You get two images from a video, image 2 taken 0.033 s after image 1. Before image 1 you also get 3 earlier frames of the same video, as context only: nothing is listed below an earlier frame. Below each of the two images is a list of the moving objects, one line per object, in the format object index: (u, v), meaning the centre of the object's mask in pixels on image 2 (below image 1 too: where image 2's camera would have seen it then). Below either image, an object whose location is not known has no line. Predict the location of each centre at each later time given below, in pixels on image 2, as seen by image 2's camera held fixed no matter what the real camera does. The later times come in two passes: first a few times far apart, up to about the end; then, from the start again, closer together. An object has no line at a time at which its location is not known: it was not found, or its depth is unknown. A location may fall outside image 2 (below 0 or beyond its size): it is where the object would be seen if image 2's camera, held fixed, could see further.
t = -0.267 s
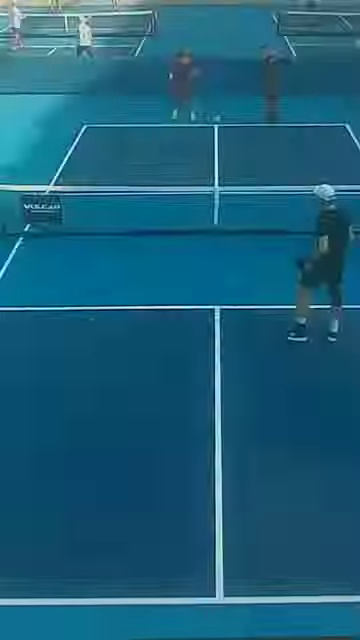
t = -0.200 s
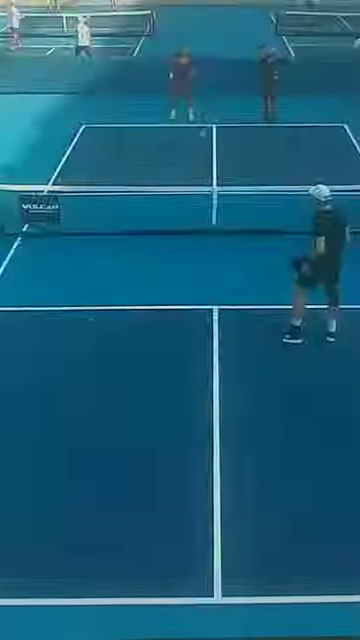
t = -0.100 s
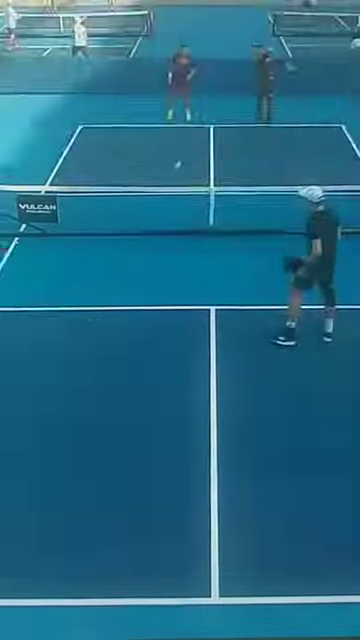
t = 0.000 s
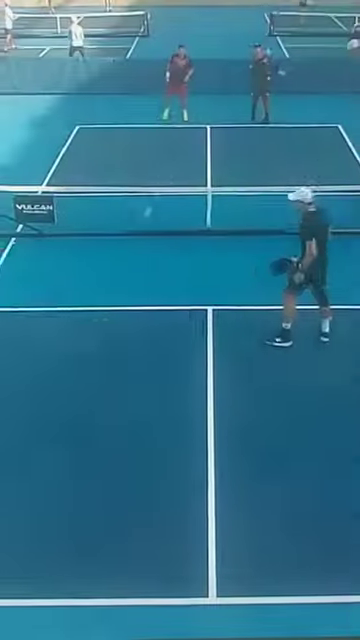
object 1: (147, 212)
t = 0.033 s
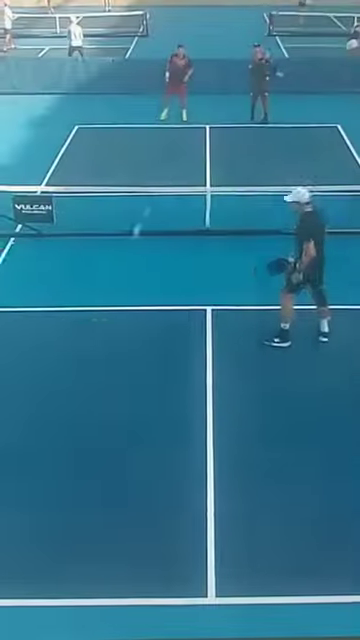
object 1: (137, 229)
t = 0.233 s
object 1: (66, 388)
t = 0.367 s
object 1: (10, 442)
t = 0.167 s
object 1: (92, 327)
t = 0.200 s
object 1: (79, 357)
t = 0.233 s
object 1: (66, 388)
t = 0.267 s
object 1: (53, 414)
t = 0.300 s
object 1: (39, 421)
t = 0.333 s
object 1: (25, 431)
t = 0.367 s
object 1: (10, 442)
